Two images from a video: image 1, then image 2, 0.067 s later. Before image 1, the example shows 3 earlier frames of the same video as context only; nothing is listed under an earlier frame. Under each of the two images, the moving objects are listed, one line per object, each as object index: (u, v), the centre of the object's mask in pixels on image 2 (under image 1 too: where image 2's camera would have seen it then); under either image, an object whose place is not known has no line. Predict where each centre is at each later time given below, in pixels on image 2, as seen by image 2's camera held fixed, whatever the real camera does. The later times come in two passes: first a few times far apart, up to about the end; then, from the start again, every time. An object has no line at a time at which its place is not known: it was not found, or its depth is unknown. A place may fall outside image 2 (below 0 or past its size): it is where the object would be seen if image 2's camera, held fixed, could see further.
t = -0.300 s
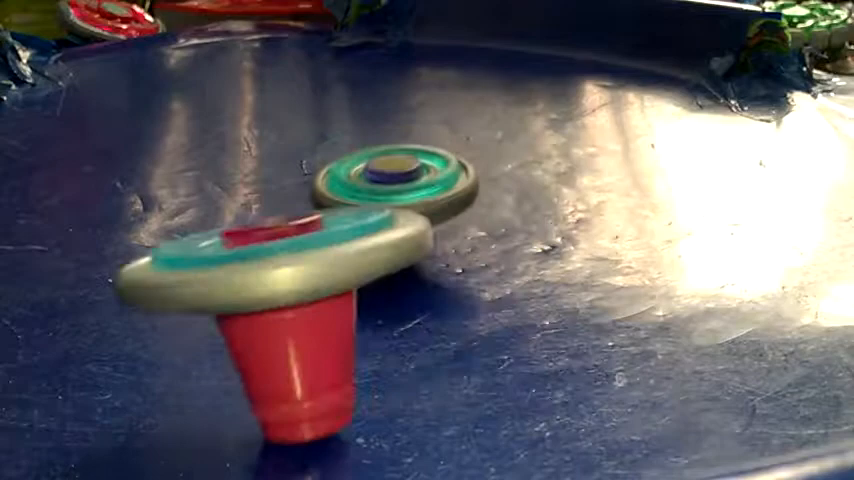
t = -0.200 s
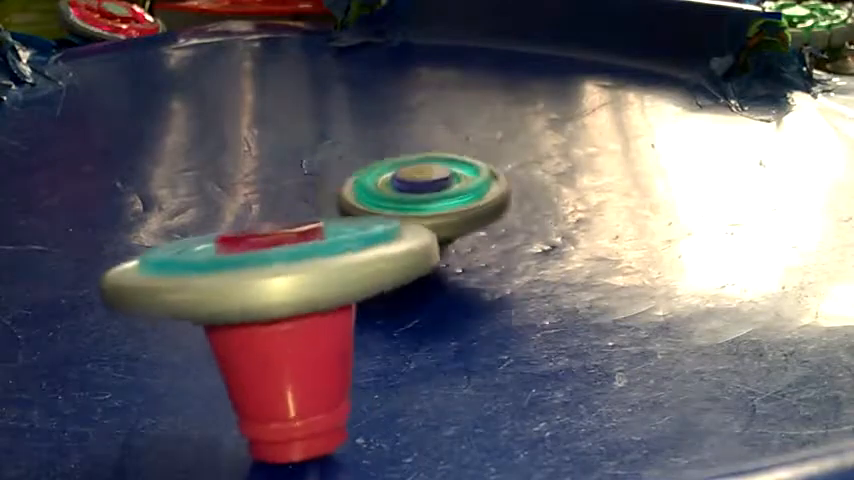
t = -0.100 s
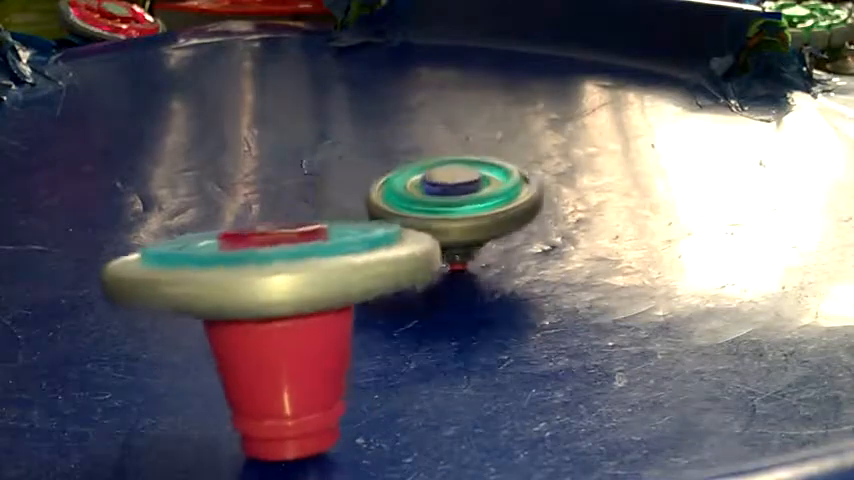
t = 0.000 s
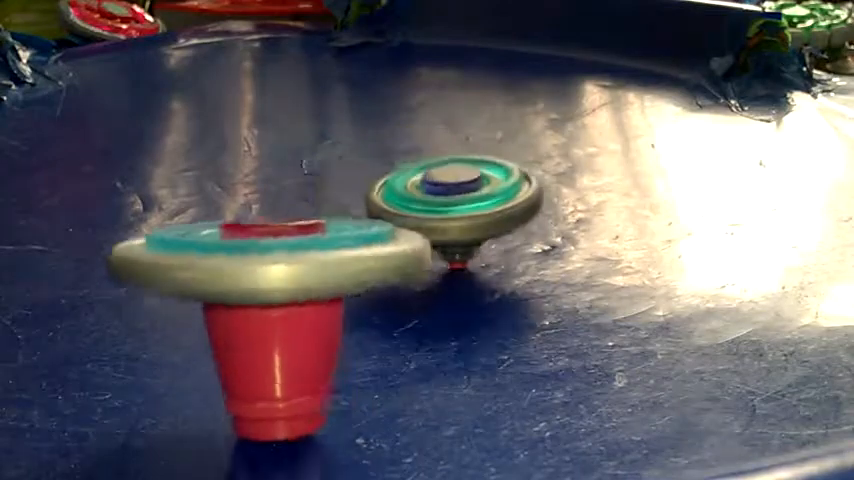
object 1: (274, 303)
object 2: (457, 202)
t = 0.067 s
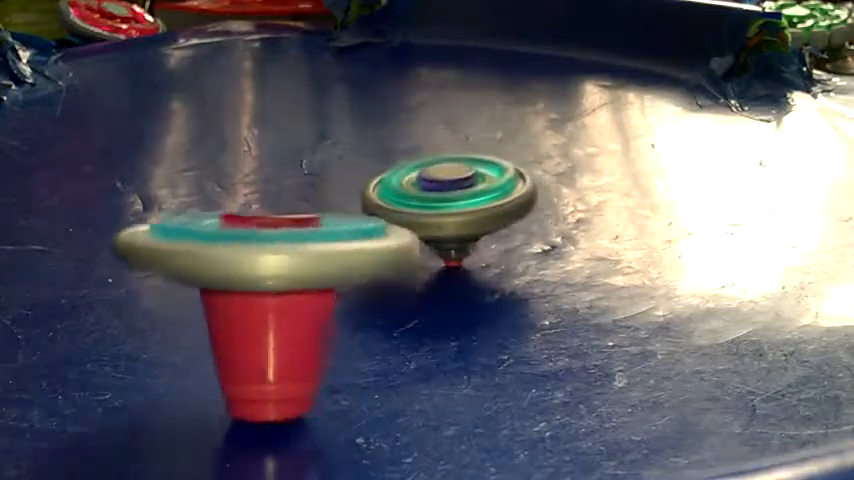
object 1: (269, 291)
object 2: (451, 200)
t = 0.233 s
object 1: (254, 256)
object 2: (430, 204)
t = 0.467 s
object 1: (200, 198)
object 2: (443, 217)
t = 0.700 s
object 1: (152, 148)
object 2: (405, 225)
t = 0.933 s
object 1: (126, 109)
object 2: (343, 232)
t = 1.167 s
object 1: (147, 84)
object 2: (335, 236)
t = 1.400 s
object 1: (208, 84)
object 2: (334, 222)
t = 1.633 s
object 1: (300, 97)
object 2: (295, 206)
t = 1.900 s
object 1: (433, 131)
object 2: (303, 201)
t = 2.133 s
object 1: (572, 144)
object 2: (321, 179)
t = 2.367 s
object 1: (662, 152)
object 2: (294, 169)
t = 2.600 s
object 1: (650, 192)
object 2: (333, 175)
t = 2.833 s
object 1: (568, 240)
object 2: (375, 169)
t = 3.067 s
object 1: (455, 276)
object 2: (399, 171)
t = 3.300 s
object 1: (271, 277)
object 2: (403, 171)
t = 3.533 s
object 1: (139, 245)
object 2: (404, 179)
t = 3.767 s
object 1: (98, 195)
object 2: (423, 208)
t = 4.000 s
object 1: (115, 143)
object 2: (420, 224)
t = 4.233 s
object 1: (162, 103)
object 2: (407, 228)
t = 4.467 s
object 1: (215, 75)
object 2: (375, 235)
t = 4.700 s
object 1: (292, 76)
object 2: (336, 231)
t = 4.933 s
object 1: (389, 91)
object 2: (337, 220)
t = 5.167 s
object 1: (485, 124)
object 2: (327, 212)
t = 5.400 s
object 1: (559, 166)
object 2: (307, 199)
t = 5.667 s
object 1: (610, 225)
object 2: (309, 186)
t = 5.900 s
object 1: (638, 264)
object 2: (320, 185)
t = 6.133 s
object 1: (478, 281)
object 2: (335, 185)
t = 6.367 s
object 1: (273, 258)
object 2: (381, 175)
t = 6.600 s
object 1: (150, 216)
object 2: (399, 188)
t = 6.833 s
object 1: (95, 157)
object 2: (408, 194)
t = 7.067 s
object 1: (118, 110)
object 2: (412, 196)
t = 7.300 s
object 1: (174, 77)
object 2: (412, 197)
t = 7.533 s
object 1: (251, 71)
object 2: (386, 213)
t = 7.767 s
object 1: (355, 86)
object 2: (363, 218)
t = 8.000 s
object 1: (469, 115)
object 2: (357, 217)
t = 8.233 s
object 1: (554, 156)
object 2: (357, 217)
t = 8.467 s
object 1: (605, 211)
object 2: (358, 218)
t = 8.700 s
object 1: (631, 259)
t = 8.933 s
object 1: (489, 290)
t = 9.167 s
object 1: (262, 273)
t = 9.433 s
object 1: (100, 217)
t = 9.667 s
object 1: (73, 158)
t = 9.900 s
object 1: (122, 107)
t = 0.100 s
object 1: (265, 284)
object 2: (450, 200)
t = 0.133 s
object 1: (262, 278)
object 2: (446, 200)
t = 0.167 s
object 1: (258, 270)
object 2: (441, 201)
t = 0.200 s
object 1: (256, 263)
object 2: (435, 202)
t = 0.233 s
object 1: (254, 256)
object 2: (430, 204)
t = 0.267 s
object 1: (252, 247)
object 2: (426, 205)
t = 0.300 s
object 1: (252, 240)
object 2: (423, 207)
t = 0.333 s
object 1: (253, 232)
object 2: (422, 210)
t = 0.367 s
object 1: (238, 221)
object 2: (423, 208)
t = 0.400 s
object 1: (221, 216)
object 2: (433, 214)
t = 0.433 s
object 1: (208, 207)
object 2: (442, 215)
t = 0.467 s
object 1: (200, 198)
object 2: (443, 217)
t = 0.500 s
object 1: (195, 190)
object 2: (439, 223)
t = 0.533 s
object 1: (189, 183)
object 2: (430, 224)
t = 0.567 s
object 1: (183, 177)
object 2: (424, 225)
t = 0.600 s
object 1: (176, 170)
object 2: (417, 224)
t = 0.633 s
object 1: (169, 162)
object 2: (412, 224)
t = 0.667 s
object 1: (160, 155)
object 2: (408, 224)
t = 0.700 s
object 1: (152, 148)
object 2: (405, 225)
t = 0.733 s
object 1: (145, 142)
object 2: (399, 226)
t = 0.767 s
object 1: (140, 136)
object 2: (389, 228)
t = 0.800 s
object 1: (135, 129)
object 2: (377, 229)
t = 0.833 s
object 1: (131, 124)
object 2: (366, 231)
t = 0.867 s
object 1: (128, 119)
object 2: (357, 232)
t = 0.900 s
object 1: (127, 114)
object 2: (350, 232)
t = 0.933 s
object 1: (126, 109)
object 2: (343, 232)
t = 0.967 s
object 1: (126, 104)
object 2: (338, 232)
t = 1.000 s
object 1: (127, 100)
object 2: (335, 233)
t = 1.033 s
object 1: (129, 96)
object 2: (332, 235)
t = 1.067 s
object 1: (133, 92)
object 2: (331, 237)
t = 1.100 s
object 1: (136, 90)
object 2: (331, 238)
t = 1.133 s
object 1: (141, 87)
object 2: (332, 238)
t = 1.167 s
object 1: (147, 84)
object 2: (335, 236)
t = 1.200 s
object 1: (152, 83)
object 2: (338, 235)
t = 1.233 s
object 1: (160, 82)
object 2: (338, 233)
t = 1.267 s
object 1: (167, 81)
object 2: (336, 233)
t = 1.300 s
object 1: (176, 81)
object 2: (334, 231)
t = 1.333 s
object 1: (185, 82)
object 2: (332, 228)
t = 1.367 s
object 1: (196, 82)
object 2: (332, 225)
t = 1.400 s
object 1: (208, 84)
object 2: (334, 222)
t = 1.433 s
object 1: (219, 86)
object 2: (337, 219)
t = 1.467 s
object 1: (231, 88)
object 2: (336, 216)
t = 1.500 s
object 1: (243, 90)
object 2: (330, 214)
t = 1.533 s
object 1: (255, 93)
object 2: (322, 212)
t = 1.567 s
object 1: (269, 94)
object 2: (314, 209)
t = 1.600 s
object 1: (285, 95)
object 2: (304, 207)
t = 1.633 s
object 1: (300, 97)
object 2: (295, 206)
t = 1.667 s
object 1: (315, 99)
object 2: (293, 205)
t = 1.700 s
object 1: (329, 103)
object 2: (292, 206)
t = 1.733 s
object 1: (343, 107)
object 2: (293, 206)
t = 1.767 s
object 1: (359, 112)
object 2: (295, 205)
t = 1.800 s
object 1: (375, 117)
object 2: (300, 204)
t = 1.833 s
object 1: (391, 122)
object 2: (305, 204)
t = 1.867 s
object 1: (408, 127)
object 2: (308, 203)
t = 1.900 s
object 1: (433, 131)
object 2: (303, 201)
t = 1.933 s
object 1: (458, 134)
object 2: (301, 199)
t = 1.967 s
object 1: (478, 138)
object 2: (304, 196)
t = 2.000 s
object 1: (498, 141)
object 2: (308, 191)
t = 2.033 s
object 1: (518, 142)
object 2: (315, 188)
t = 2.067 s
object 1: (537, 144)
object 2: (319, 185)
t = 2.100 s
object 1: (556, 143)
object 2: (321, 182)
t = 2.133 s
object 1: (572, 144)
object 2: (321, 179)
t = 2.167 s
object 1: (588, 143)
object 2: (318, 175)
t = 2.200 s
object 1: (603, 143)
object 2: (316, 171)
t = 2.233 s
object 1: (616, 144)
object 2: (312, 169)
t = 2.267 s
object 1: (630, 145)
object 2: (307, 167)
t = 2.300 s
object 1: (643, 147)
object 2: (301, 167)
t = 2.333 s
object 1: (654, 149)
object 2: (296, 168)
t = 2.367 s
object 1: (662, 152)
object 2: (294, 169)
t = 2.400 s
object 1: (668, 156)
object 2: (294, 171)
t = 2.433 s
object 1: (672, 160)
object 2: (299, 173)
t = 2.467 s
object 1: (673, 165)
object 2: (309, 173)
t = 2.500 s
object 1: (671, 171)
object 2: (316, 173)
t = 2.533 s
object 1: (666, 178)
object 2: (323, 173)
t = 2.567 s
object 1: (658, 185)
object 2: (329, 173)
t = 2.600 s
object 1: (650, 192)
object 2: (333, 175)
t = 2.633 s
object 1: (640, 201)
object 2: (335, 175)
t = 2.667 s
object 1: (627, 208)
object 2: (339, 172)
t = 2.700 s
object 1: (615, 216)
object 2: (343, 171)
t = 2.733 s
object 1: (602, 223)
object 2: (349, 169)
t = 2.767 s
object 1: (590, 229)
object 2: (357, 167)
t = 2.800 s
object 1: (580, 234)
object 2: (365, 168)
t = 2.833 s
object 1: (568, 240)
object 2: (375, 169)
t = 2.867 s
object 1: (556, 246)
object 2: (387, 172)
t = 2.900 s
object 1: (542, 252)
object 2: (397, 174)
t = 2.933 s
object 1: (529, 258)
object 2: (408, 173)
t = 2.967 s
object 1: (514, 263)
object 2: (411, 172)
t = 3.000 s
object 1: (497, 268)
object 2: (408, 171)
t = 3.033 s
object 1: (477, 273)
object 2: (404, 171)
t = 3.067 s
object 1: (455, 276)
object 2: (399, 171)
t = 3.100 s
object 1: (433, 279)
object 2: (395, 170)
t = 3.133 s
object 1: (405, 281)
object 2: (400, 169)
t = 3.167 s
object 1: (378, 282)
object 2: (404, 168)
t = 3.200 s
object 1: (349, 283)
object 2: (402, 168)
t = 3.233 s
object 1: (322, 282)
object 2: (400, 169)
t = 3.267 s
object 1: (295, 280)
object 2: (402, 170)
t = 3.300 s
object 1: (271, 277)
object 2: (403, 171)
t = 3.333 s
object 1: (247, 274)
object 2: (402, 175)
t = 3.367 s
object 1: (229, 269)
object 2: (399, 175)
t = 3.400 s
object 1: (200, 267)
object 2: (398, 176)
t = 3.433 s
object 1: (181, 262)
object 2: (400, 176)
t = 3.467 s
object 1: (165, 257)
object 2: (401, 176)
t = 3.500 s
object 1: (151, 252)
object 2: (402, 177)
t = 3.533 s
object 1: (139, 245)
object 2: (404, 179)
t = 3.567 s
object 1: (128, 239)
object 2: (405, 183)
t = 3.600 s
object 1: (118, 232)
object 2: (406, 188)
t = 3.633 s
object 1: (110, 225)
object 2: (407, 194)
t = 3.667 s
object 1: (105, 218)
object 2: (408, 198)
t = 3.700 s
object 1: (101, 211)
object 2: (413, 201)
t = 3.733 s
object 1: (99, 203)
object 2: (418, 204)
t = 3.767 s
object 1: (98, 195)
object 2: (423, 208)
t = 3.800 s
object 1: (97, 186)
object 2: (424, 212)
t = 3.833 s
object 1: (98, 179)
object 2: (425, 215)
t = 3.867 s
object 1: (99, 172)
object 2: (426, 219)
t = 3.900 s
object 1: (101, 164)
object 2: (425, 221)
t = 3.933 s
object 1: (104, 157)
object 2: (421, 224)
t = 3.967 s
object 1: (108, 151)
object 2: (419, 224)
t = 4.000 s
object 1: (115, 143)
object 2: (420, 224)
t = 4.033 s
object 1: (122, 137)
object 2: (421, 222)
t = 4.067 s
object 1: (129, 131)
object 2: (422, 221)
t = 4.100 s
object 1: (137, 125)
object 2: (421, 221)
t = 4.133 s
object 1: (143, 120)
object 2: (415, 223)
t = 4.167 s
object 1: (150, 114)
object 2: (412, 226)
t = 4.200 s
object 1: (155, 109)
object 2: (410, 227)
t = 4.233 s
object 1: (162, 103)
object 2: (407, 228)
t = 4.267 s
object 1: (168, 98)
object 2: (399, 230)
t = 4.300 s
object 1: (175, 94)
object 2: (390, 232)
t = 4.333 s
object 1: (183, 89)
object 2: (383, 235)
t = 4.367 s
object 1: (191, 83)
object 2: (378, 236)
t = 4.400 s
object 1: (199, 79)
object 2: (376, 237)
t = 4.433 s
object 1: (207, 76)
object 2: (375, 236)
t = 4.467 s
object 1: (215, 75)
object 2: (375, 235)
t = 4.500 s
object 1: (224, 73)
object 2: (374, 234)
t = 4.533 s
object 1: (233, 73)
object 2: (369, 234)
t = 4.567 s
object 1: (244, 73)
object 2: (364, 234)
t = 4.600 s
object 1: (255, 73)
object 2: (355, 234)
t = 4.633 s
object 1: (267, 73)
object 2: (349, 233)
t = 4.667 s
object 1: (279, 74)
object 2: (341, 232)
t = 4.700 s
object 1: (292, 76)
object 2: (336, 231)
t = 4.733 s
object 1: (305, 78)
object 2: (333, 230)
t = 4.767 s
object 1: (319, 79)
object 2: (331, 228)
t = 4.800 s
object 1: (333, 81)
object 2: (330, 226)
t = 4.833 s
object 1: (346, 82)
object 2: (331, 223)
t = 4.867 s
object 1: (361, 84)
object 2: (335, 221)
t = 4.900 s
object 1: (375, 87)
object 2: (337, 220)
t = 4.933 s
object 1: (389, 91)
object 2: (337, 220)
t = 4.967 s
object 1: (403, 95)
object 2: (335, 219)
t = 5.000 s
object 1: (417, 99)
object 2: (331, 220)
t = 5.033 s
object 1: (431, 104)
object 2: (329, 218)
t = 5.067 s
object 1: (445, 109)
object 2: (327, 218)
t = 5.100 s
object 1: (458, 114)
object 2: (326, 217)
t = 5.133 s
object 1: (472, 119)
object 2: (326, 215)
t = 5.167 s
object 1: (485, 124)
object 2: (327, 212)
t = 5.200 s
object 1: (498, 130)
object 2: (327, 210)
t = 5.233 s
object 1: (511, 135)
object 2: (325, 208)
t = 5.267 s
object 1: (523, 141)
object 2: (321, 206)
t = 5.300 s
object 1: (533, 146)
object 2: (317, 202)
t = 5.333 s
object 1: (542, 152)
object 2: (313, 200)
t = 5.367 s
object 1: (551, 159)
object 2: (310, 199)
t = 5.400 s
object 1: (559, 166)
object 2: (307, 199)
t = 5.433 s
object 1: (564, 174)
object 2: (304, 198)
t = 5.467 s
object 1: (568, 181)
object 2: (300, 197)
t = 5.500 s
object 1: (575, 188)
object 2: (297, 195)
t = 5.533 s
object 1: (581, 195)
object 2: (296, 193)
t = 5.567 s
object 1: (587, 202)
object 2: (297, 190)
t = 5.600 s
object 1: (594, 209)
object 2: (300, 188)
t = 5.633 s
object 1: (602, 218)
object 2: (304, 186)
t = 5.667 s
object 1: (610, 225)
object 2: (309, 186)
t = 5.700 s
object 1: (619, 231)
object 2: (315, 185)
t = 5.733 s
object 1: (628, 237)
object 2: (322, 186)
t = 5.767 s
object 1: (633, 243)
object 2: (326, 185)
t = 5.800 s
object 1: (638, 249)
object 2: (327, 185)
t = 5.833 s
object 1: (642, 255)
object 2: (325, 184)
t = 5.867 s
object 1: (643, 260)
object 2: (322, 185)
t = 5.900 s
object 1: (638, 264)
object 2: (320, 185)
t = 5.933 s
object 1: (628, 268)
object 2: (318, 185)
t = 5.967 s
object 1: (611, 272)
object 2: (320, 186)
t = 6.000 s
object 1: (591, 275)
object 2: (324, 186)
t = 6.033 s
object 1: (567, 277)
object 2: (327, 185)
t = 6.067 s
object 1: (541, 281)
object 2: (330, 185)
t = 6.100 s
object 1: (509, 282)
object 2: (332, 185)
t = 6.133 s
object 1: (478, 281)
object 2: (335, 185)
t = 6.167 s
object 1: (446, 281)
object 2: (336, 183)
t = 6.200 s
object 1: (416, 280)
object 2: (338, 180)
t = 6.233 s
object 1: (383, 278)
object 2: (341, 177)
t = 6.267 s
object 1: (351, 275)
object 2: (349, 175)
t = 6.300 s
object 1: (323, 271)
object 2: (357, 173)
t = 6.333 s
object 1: (297, 264)
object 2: (370, 173)
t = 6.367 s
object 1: (273, 258)
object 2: (381, 175)
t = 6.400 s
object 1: (249, 254)
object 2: (388, 183)
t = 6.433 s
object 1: (228, 248)
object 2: (396, 185)
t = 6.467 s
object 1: (209, 243)
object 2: (396, 188)
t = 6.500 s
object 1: (190, 236)
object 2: (397, 189)
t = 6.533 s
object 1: (175, 230)
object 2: (398, 189)
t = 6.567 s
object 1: (162, 224)
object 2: (399, 188)
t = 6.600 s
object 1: (150, 216)
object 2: (399, 188)
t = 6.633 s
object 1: (137, 208)
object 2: (402, 188)
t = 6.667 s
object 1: (127, 200)
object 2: (404, 187)
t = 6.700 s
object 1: (118, 191)
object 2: (407, 188)
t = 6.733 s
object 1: (110, 182)
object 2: (410, 189)
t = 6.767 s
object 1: (104, 173)
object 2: (411, 190)
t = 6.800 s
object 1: (98, 165)
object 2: (409, 193)
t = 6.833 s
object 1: (95, 157)
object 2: (408, 194)
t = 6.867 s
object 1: (94, 149)
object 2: (408, 196)
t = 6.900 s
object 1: (94, 142)
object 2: (412, 196)
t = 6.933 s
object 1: (96, 135)
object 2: (416, 195)
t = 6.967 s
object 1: (101, 128)
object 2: (417, 194)
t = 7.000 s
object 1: (106, 122)
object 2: (418, 194)
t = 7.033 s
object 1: (112, 116)
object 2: (416, 195)
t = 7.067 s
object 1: (118, 110)
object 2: (412, 196)
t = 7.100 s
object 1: (124, 104)
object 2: (411, 196)
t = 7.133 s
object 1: (131, 99)
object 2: (412, 196)
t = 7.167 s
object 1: (139, 93)
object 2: (412, 196)
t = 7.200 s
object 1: (147, 88)
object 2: (413, 196)
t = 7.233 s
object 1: (156, 84)
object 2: (412, 196)
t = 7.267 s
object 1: (166, 80)
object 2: (411, 197)
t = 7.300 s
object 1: (174, 77)
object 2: (412, 197)
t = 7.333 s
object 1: (186, 73)
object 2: (412, 198)
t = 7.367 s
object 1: (196, 71)
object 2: (411, 200)
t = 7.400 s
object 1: (206, 69)
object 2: (410, 203)
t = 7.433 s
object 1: (217, 68)
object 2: (405, 205)
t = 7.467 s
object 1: (227, 69)
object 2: (400, 208)
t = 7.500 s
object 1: (239, 70)
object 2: (393, 211)
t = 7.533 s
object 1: (251, 71)
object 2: (386, 213)
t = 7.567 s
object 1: (265, 72)
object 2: (372, 216)
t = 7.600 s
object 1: (280, 75)
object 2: (360, 217)
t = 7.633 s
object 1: (294, 77)
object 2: (350, 219)
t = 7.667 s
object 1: (309, 80)
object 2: (349, 219)
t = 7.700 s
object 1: (324, 82)
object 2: (353, 219)
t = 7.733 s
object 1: (340, 84)
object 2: (359, 219)
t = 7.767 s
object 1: (355, 86)
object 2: (363, 218)
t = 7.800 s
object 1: (371, 91)
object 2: (363, 217)
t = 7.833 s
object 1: (388, 95)
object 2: (358, 216)
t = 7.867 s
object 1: (404, 97)
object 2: (355, 217)
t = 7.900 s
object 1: (421, 100)
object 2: (354, 217)
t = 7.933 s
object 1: (437, 105)
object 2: (354, 218)
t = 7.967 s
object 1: (453, 110)
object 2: (355, 217)
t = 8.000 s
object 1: (469, 115)
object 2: (357, 217)
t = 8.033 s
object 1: (485, 120)
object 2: (359, 216)
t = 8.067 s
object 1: (499, 126)
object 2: (357, 216)
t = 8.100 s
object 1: (512, 131)
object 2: (354, 217)
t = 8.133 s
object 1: (523, 136)
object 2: (353, 217)
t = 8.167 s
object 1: (534, 142)
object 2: (355, 217)
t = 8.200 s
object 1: (544, 150)
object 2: (357, 216)
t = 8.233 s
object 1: (554, 156)
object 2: (357, 217)
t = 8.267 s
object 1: (562, 163)
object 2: (357, 218)
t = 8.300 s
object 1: (571, 171)
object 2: (358, 218)
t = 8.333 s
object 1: (578, 180)
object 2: (358, 218)
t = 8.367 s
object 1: (586, 187)
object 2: (358, 218)
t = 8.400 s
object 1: (592, 195)
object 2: (357, 217)
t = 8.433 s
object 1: (599, 203)
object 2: (357, 218)
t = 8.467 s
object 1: (605, 211)
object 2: (358, 218)
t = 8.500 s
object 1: (611, 219)
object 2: (356, 215)
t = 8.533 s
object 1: (616, 226)
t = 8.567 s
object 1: (622, 233)
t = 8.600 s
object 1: (627, 240)
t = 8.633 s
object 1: (629, 247)
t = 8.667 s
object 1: (631, 253)
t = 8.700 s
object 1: (631, 259)
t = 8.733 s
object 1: (624, 265)
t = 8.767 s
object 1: (613, 271)
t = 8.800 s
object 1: (595, 276)
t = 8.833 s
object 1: (574, 280)
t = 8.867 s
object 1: (549, 284)
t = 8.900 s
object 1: (521, 287)
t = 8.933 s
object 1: (489, 290)
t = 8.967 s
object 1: (454, 290)
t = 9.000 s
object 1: (421, 290)
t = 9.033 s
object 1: (385, 289)
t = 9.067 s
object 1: (355, 287)
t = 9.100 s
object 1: (321, 283)
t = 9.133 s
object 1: (291, 279)
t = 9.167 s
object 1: (262, 273)
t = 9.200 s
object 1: (233, 267)
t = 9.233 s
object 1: (211, 261)
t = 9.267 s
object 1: (183, 253)
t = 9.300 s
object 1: (162, 247)
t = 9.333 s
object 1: (143, 240)
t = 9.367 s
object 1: (127, 234)
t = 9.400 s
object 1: (112, 226)
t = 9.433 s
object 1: (100, 217)
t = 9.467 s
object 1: (91, 209)
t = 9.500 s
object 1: (85, 201)
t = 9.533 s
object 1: (79, 191)
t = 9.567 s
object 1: (75, 182)
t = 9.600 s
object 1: (73, 174)
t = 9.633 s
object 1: (72, 165)
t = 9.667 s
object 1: (73, 158)
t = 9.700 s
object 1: (75, 149)
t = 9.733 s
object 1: (80, 141)
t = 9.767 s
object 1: (86, 133)
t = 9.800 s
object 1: (93, 125)
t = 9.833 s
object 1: (102, 119)
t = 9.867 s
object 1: (111, 113)
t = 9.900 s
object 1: (122, 107)
